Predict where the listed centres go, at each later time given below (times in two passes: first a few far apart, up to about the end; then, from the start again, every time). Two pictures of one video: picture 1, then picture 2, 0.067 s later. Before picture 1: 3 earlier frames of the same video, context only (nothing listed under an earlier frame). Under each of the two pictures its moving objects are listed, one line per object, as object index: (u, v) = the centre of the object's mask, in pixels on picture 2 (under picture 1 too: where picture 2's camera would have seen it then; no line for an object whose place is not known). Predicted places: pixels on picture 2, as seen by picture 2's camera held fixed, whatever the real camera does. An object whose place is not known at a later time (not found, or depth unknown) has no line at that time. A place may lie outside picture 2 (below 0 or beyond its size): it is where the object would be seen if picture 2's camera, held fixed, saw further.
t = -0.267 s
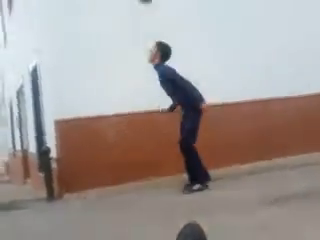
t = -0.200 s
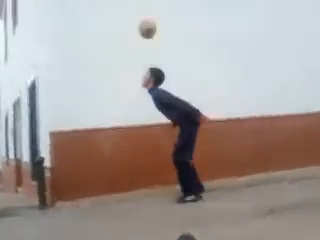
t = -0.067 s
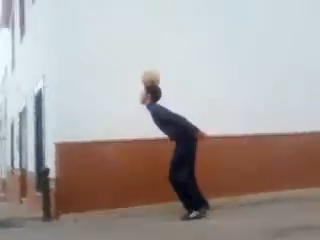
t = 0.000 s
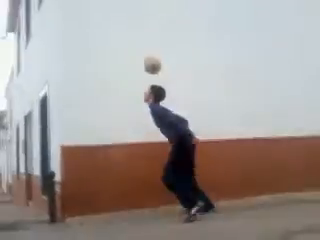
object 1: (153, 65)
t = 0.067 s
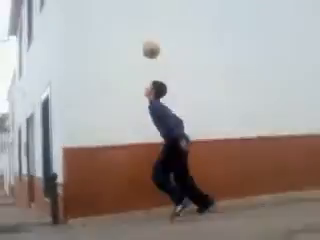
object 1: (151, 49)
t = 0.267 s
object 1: (142, 22)
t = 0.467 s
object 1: (137, 25)
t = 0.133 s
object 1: (147, 37)
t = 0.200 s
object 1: (145, 29)
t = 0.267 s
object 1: (142, 22)
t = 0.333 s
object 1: (140, 21)
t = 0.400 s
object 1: (139, 20)
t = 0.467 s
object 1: (137, 25)
